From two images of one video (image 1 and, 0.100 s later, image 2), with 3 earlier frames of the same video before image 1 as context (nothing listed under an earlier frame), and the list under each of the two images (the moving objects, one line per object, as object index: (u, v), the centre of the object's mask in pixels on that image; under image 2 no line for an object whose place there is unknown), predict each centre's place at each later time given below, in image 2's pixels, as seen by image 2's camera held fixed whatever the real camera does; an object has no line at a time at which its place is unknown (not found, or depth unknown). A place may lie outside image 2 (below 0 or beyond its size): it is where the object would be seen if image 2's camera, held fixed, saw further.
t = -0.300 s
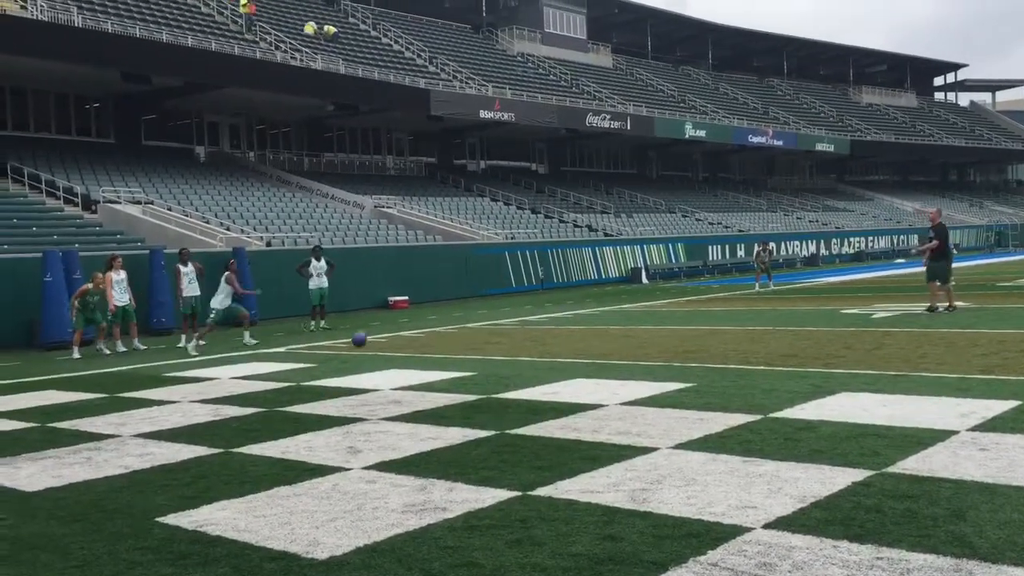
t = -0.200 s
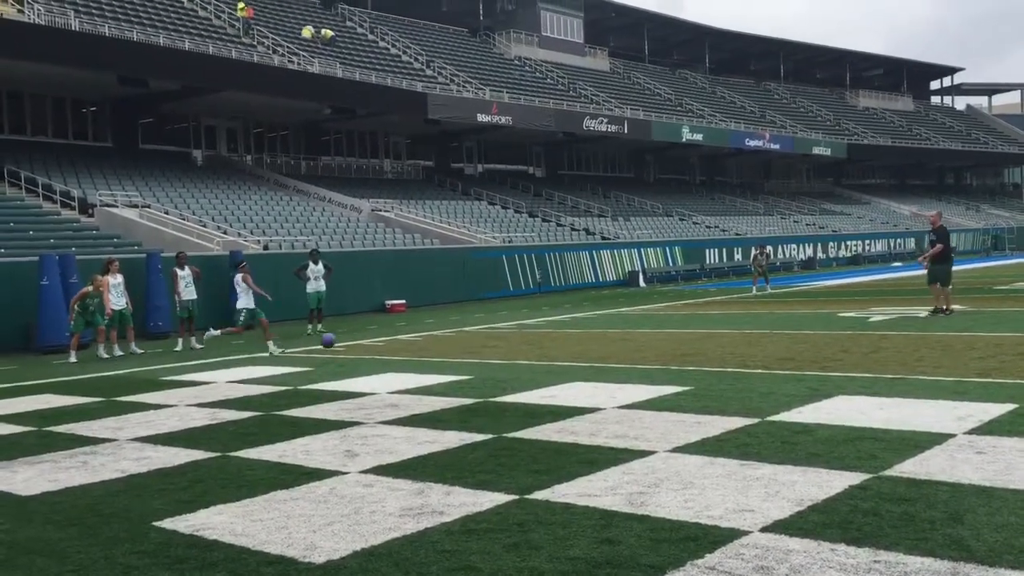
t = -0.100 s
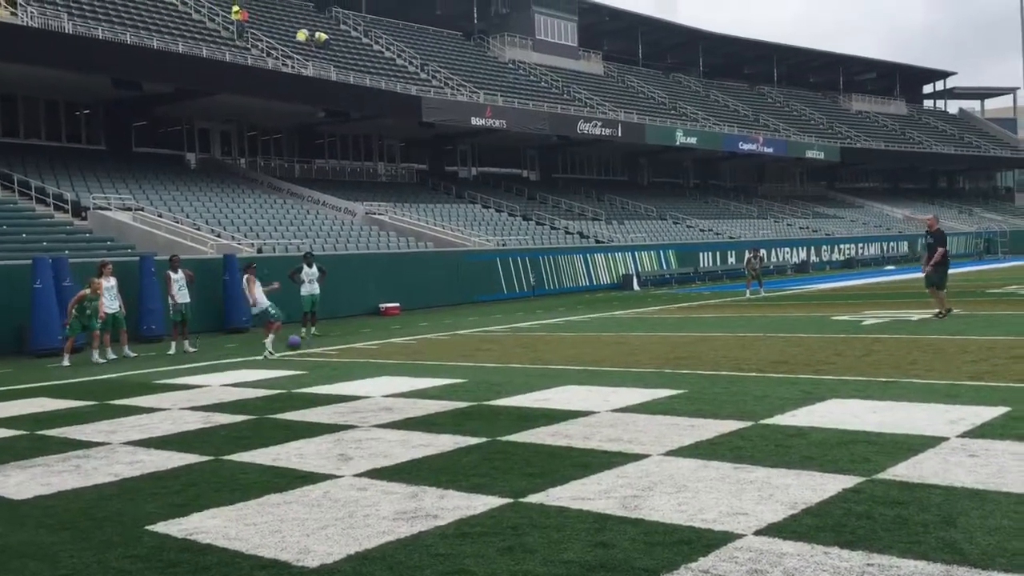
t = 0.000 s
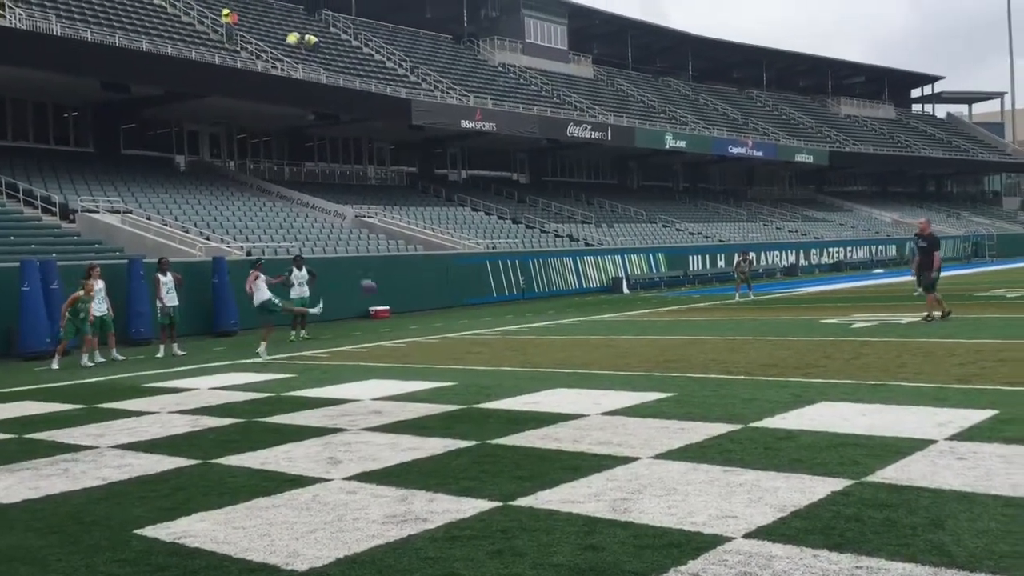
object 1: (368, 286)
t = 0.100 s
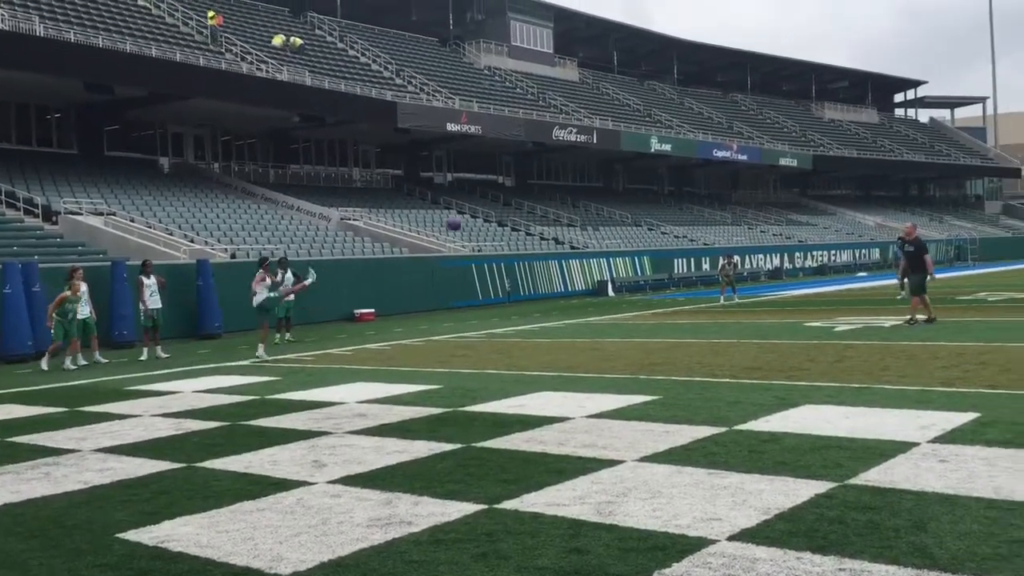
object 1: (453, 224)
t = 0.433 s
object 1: (754, 34)
